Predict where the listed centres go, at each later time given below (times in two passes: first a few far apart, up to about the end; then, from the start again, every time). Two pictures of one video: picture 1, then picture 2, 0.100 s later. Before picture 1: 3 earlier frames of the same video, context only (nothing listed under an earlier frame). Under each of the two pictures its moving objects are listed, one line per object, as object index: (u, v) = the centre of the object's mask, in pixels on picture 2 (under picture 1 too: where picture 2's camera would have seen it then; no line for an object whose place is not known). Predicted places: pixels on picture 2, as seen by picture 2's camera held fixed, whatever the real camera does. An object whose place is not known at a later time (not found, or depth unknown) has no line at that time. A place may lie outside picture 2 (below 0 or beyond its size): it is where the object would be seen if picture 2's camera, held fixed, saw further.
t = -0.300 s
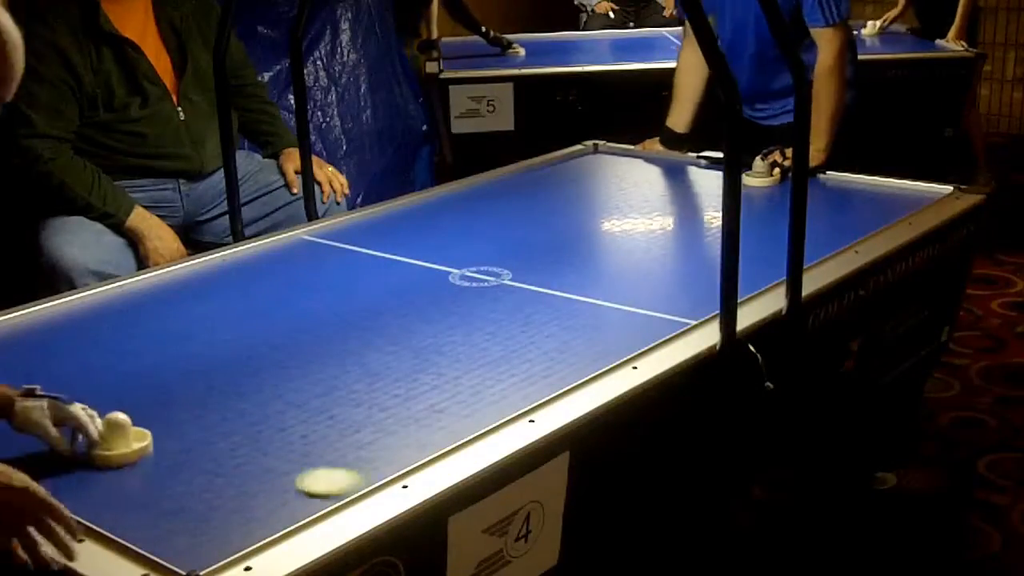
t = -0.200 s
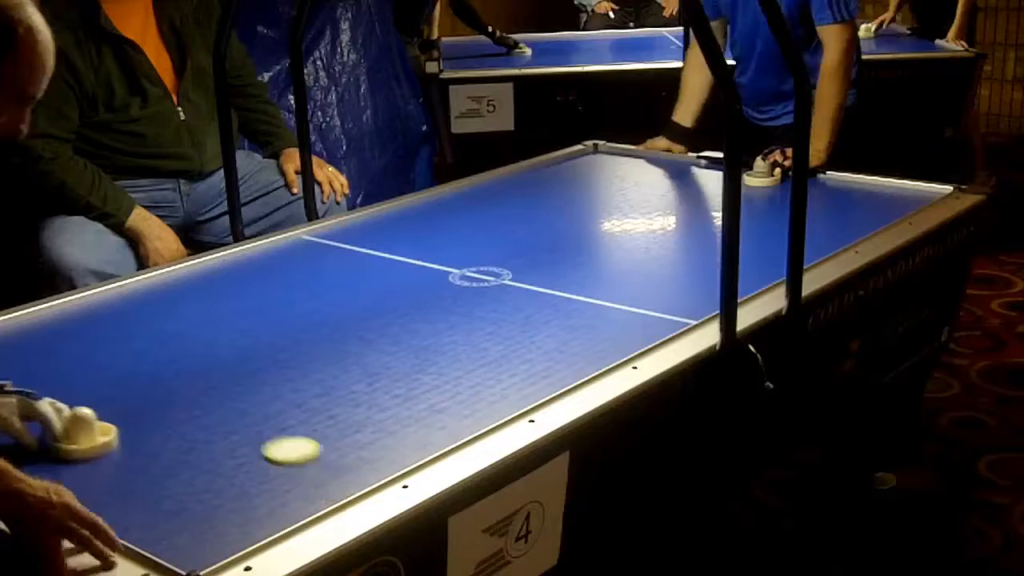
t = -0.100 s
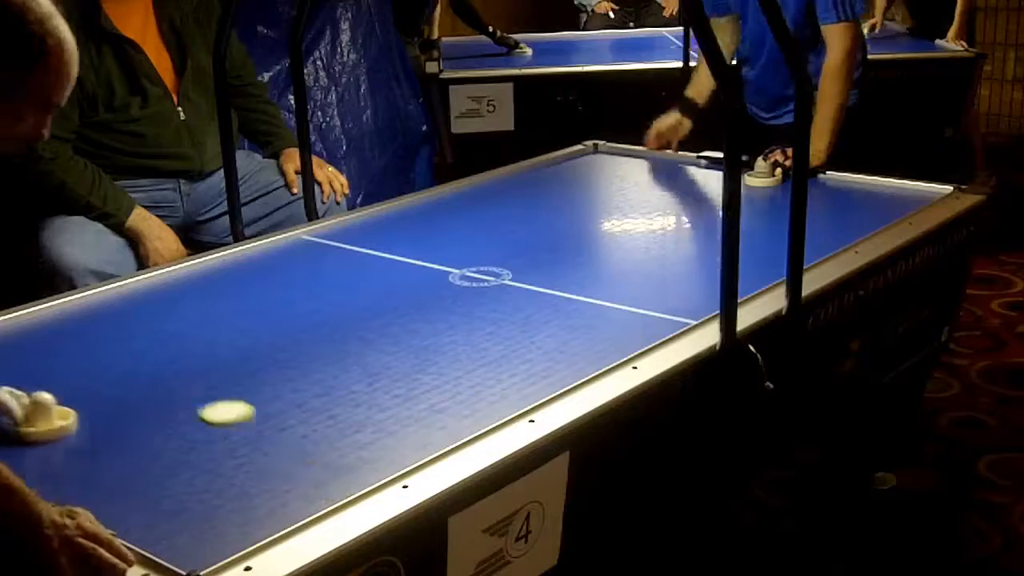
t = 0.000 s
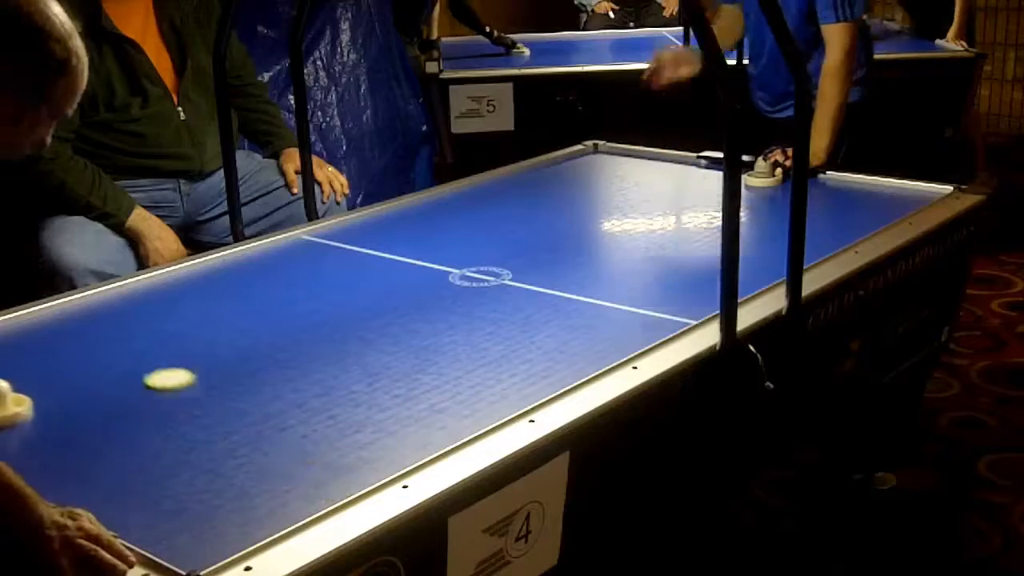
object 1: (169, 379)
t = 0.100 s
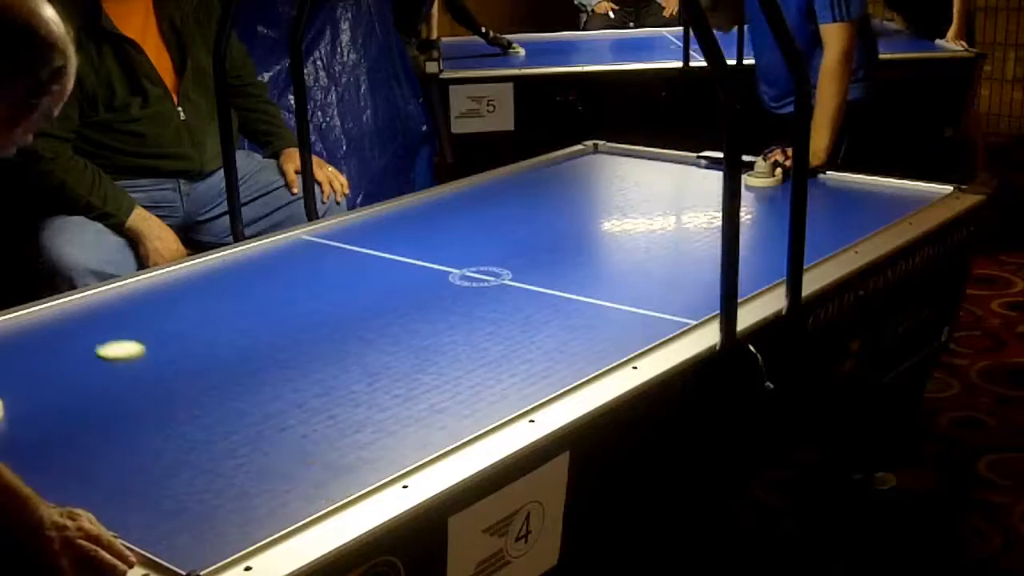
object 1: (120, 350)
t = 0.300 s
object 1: (87, 325)
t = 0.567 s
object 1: (227, 377)
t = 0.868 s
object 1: (418, 447)
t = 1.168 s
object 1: (223, 392)
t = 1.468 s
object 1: (66, 347)
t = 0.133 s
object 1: (105, 341)
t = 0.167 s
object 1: (90, 333)
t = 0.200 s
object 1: (76, 324)
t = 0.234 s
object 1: (63, 317)
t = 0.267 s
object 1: (72, 319)
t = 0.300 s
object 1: (87, 325)
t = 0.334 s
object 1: (103, 331)
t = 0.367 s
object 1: (119, 337)
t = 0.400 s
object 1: (136, 343)
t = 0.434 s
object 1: (153, 349)
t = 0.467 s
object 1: (171, 356)
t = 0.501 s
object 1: (189, 362)
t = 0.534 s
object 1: (208, 370)
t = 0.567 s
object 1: (227, 377)
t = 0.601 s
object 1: (248, 384)
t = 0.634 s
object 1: (269, 392)
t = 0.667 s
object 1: (291, 400)
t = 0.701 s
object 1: (313, 408)
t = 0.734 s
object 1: (336, 416)
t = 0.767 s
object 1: (360, 425)
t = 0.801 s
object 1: (384, 434)
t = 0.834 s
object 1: (409, 443)
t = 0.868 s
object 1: (418, 447)
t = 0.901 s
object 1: (396, 441)
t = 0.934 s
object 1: (373, 435)
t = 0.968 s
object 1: (350, 428)
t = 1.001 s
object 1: (327, 422)
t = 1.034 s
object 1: (305, 416)
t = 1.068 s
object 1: (284, 410)
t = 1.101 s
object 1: (263, 404)
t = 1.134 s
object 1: (243, 398)
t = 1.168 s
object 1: (223, 392)
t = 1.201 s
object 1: (204, 387)
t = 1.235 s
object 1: (185, 382)
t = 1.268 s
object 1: (166, 376)
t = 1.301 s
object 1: (148, 371)
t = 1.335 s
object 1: (131, 366)
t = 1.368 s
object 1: (114, 361)
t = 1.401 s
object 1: (98, 357)
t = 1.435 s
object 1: (81, 352)
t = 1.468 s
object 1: (66, 347)
